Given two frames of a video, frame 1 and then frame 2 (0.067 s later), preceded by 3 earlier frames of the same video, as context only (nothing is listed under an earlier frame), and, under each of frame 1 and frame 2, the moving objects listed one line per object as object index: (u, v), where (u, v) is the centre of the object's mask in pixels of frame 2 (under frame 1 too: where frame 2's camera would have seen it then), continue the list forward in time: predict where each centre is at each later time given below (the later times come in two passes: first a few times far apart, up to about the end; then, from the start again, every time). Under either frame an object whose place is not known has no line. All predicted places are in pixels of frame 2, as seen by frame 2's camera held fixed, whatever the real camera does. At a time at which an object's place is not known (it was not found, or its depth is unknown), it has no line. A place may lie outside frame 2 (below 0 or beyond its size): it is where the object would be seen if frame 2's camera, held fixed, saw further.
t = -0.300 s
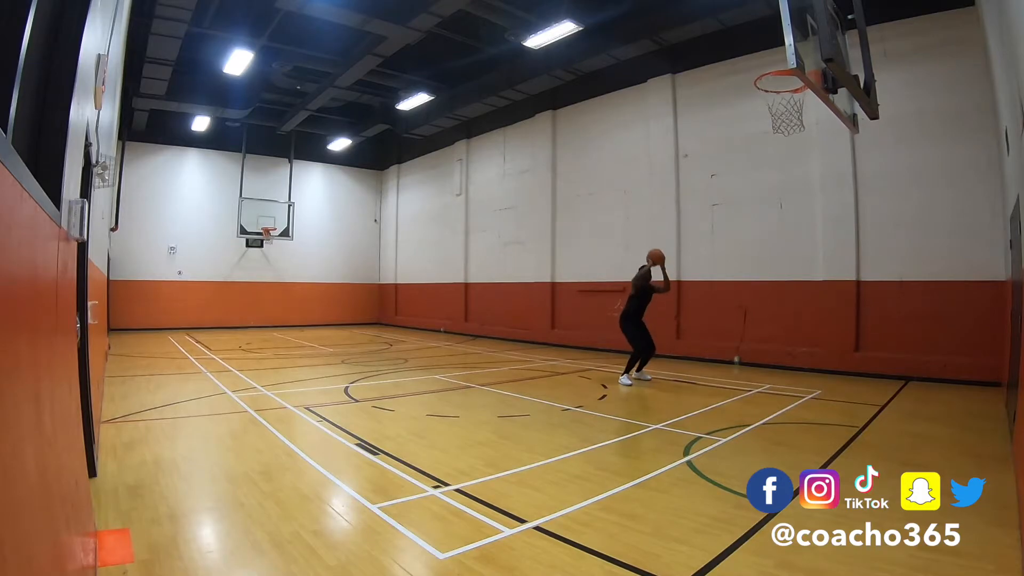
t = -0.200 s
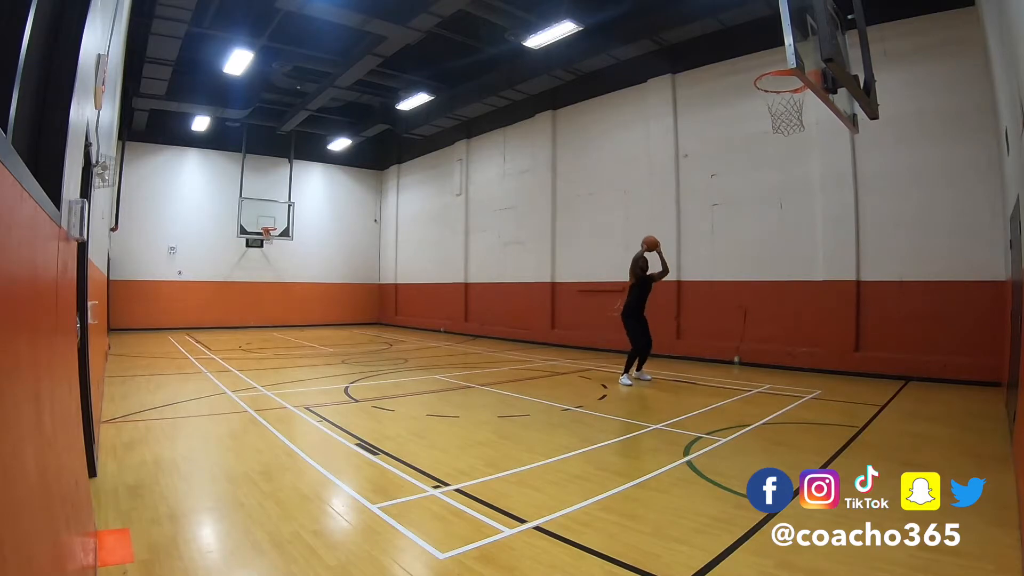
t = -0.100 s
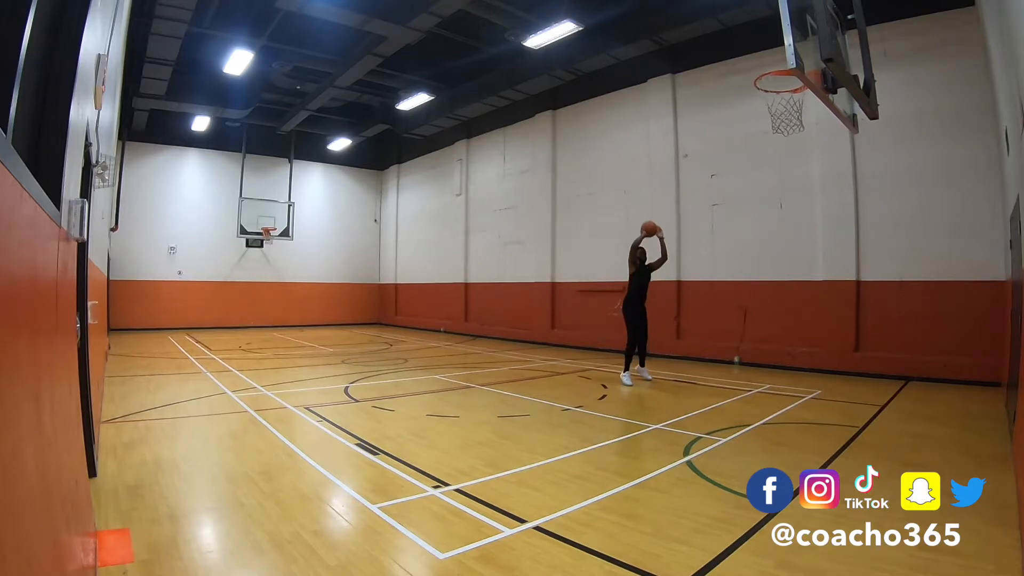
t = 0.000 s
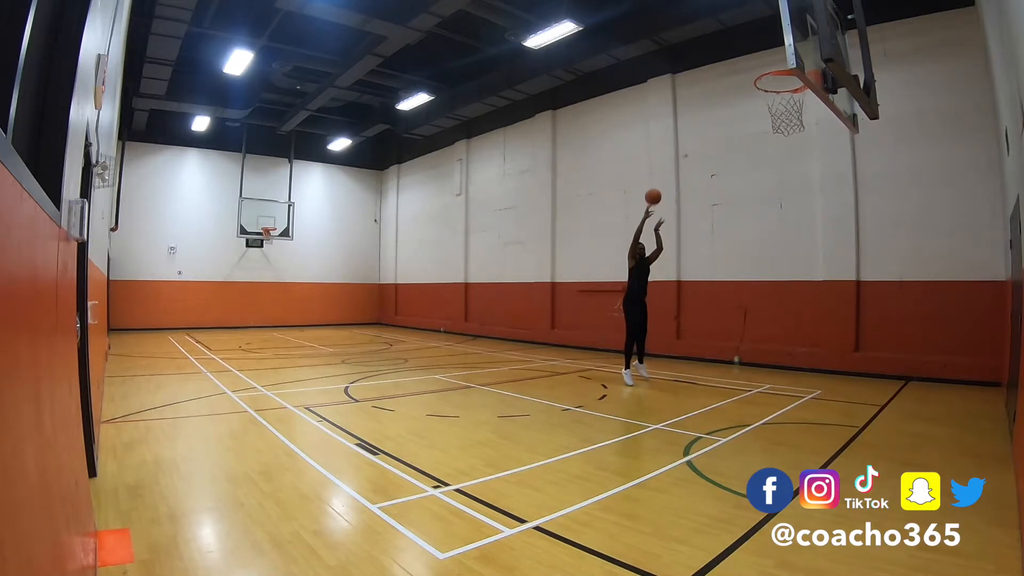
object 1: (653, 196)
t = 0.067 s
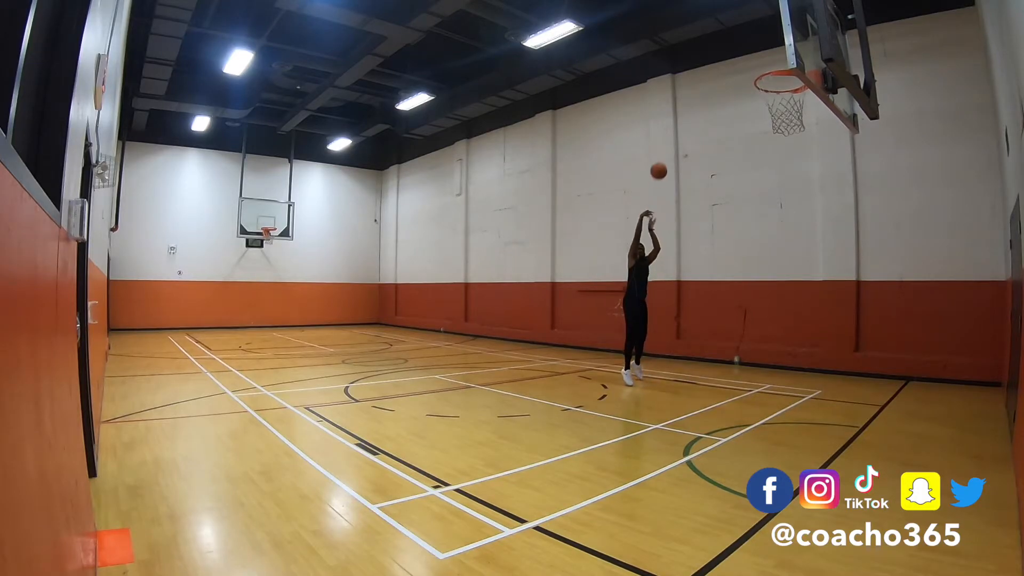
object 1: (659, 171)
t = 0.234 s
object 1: (673, 116)
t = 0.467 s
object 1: (698, 64)
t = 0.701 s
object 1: (730, 47)
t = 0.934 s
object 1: (779, 85)
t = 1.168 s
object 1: (804, 131)
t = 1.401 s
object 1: (822, 237)
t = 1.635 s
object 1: (831, 428)
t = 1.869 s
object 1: (837, 335)
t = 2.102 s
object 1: (834, 255)
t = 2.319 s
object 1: (831, 245)
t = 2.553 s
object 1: (828, 299)
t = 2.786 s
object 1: (820, 412)
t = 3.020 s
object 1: (822, 360)
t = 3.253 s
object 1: (823, 322)
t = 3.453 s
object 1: (822, 337)
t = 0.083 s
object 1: (660, 165)
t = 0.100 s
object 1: (661, 159)
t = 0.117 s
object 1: (663, 153)
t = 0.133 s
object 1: (664, 147)
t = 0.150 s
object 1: (666, 141)
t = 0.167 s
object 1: (667, 136)
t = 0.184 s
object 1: (669, 131)
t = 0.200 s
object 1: (670, 126)
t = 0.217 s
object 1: (672, 121)
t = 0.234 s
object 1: (673, 116)
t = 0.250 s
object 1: (675, 111)
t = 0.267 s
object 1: (676, 107)
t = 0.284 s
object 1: (678, 102)
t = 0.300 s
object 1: (680, 98)
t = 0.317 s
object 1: (682, 94)
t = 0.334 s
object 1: (683, 90)
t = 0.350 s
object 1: (685, 86)
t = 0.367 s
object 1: (686, 83)
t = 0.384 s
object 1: (688, 79)
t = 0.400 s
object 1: (690, 76)
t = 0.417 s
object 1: (692, 72)
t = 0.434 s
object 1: (694, 69)
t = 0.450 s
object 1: (696, 67)
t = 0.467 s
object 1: (698, 64)
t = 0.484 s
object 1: (699, 62)
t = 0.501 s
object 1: (701, 59)
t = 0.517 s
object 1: (703, 57)
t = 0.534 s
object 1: (705, 55)
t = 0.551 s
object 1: (708, 53)
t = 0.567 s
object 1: (710, 52)
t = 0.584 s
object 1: (712, 51)
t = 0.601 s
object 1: (715, 50)
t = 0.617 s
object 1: (717, 49)
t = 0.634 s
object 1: (720, 48)
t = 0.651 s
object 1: (722, 48)
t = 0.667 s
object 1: (725, 48)
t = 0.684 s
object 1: (728, 47)
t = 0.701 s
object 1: (730, 47)
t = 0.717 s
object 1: (733, 48)
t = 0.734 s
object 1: (736, 49)
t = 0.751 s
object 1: (739, 50)
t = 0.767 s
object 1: (742, 51)
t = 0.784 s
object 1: (745, 53)
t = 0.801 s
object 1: (749, 55)
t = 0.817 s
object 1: (752, 57)
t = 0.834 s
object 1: (756, 59)
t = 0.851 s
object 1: (759, 62)
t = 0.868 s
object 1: (763, 64)
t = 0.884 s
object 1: (767, 69)
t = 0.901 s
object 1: (771, 74)
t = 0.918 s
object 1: (774, 80)
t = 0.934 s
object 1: (779, 85)
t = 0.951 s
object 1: (783, 89)
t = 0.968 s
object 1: (787, 94)
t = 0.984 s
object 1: (790, 98)
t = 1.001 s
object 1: (792, 100)
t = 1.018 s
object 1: (794, 102)
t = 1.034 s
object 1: (795, 104)
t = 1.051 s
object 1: (796, 106)
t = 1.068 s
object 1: (797, 108)
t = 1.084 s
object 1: (798, 111)
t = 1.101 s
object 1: (799, 114)
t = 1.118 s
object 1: (800, 118)
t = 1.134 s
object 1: (801, 122)
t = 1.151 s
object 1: (803, 126)
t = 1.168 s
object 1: (804, 131)
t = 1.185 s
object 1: (805, 135)
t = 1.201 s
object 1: (806, 141)
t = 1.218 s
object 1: (808, 147)
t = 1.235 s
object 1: (809, 153)
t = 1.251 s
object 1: (810, 159)
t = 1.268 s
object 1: (812, 166)
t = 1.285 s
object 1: (813, 174)
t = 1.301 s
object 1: (815, 181)
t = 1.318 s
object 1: (816, 190)
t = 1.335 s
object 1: (817, 198)
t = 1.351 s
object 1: (819, 207)
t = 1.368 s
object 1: (820, 217)
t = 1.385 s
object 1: (821, 227)
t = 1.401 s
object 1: (822, 237)
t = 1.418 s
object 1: (824, 248)
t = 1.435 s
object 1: (825, 259)
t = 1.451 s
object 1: (826, 271)
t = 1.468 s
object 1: (828, 283)
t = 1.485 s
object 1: (829, 295)
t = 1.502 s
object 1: (830, 307)
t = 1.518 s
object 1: (830, 323)
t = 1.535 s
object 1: (830, 337)
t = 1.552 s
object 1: (831, 351)
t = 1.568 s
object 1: (831, 366)
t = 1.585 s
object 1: (832, 381)
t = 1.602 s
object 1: (832, 398)
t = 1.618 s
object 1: (831, 413)
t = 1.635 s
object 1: (831, 428)
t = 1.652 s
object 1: (831, 445)
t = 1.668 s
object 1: (831, 459)
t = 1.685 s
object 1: (831, 453)
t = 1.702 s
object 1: (832, 441)
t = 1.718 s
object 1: (833, 429)
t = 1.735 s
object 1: (834, 418)
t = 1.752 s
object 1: (835, 406)
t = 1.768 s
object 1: (836, 396)
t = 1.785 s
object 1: (836, 383)
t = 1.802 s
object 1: (836, 373)
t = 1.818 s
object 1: (837, 363)
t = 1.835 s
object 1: (837, 354)
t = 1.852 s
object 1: (836, 344)
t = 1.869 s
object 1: (837, 335)
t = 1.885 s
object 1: (837, 327)
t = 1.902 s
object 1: (836, 319)
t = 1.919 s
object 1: (836, 311)
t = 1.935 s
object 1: (836, 305)
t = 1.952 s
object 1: (836, 298)
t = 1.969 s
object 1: (836, 291)
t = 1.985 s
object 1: (836, 286)
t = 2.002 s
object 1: (836, 280)
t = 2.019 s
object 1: (836, 274)
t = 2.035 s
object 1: (835, 270)
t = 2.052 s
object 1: (835, 265)
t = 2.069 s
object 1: (835, 262)
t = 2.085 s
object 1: (834, 258)
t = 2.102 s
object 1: (834, 255)
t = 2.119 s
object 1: (834, 252)
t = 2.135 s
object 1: (833, 249)
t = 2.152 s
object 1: (833, 247)
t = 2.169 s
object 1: (833, 246)
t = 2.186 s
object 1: (833, 244)
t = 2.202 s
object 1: (832, 243)
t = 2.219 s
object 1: (832, 242)
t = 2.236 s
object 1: (832, 242)
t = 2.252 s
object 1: (832, 242)
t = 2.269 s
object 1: (831, 242)
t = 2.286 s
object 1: (831, 243)
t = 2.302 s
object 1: (831, 244)
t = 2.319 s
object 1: (831, 245)
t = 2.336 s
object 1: (831, 247)
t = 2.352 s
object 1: (830, 249)
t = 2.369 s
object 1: (830, 252)
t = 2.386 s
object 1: (830, 254)
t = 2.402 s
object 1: (830, 257)
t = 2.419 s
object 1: (830, 261)
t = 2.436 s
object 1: (829, 265)
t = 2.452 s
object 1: (829, 268)
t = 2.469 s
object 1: (829, 273)
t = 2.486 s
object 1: (829, 277)
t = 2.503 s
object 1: (829, 282)
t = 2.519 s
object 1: (828, 288)
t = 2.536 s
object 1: (828, 293)
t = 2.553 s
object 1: (828, 299)
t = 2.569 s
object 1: (827, 306)
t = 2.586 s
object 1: (828, 312)
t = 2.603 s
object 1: (827, 319)
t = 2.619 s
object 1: (827, 326)
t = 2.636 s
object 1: (827, 333)
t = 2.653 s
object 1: (826, 341)
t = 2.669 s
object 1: (826, 349)
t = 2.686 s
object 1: (825, 357)
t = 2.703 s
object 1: (824, 366)
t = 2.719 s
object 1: (823, 375)
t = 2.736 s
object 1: (822, 384)
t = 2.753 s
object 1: (822, 394)
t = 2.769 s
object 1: (821, 403)
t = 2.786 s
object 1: (820, 412)
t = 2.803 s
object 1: (819, 423)
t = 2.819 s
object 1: (818, 434)
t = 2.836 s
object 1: (818, 434)
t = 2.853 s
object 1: (818, 425)
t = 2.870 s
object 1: (819, 417)
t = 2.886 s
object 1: (819, 410)
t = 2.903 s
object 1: (820, 402)
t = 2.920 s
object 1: (820, 395)
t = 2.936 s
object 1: (821, 389)
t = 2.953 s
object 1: (821, 381)
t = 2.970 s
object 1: (821, 376)
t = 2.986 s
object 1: (822, 371)
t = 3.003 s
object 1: (822, 365)
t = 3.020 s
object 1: (822, 360)
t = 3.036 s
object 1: (823, 354)
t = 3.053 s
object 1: (823, 350)
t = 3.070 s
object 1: (823, 346)
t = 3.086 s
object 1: (823, 342)
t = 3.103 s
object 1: (822, 339)
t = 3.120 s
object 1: (822, 336)
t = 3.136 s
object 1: (823, 333)
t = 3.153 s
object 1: (823, 330)
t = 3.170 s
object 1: (823, 328)
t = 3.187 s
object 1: (823, 326)
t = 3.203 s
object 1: (823, 325)
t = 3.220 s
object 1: (823, 323)
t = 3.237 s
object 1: (823, 323)
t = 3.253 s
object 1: (823, 322)
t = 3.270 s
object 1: (822, 322)
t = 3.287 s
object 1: (822, 322)
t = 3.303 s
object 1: (822, 322)
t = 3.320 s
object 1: (822, 322)
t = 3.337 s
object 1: (822, 323)
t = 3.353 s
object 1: (822, 324)
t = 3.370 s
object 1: (822, 325)
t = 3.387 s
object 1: (822, 327)
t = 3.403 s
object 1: (822, 329)
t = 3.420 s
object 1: (822, 331)
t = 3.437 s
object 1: (822, 334)
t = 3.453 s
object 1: (822, 337)
